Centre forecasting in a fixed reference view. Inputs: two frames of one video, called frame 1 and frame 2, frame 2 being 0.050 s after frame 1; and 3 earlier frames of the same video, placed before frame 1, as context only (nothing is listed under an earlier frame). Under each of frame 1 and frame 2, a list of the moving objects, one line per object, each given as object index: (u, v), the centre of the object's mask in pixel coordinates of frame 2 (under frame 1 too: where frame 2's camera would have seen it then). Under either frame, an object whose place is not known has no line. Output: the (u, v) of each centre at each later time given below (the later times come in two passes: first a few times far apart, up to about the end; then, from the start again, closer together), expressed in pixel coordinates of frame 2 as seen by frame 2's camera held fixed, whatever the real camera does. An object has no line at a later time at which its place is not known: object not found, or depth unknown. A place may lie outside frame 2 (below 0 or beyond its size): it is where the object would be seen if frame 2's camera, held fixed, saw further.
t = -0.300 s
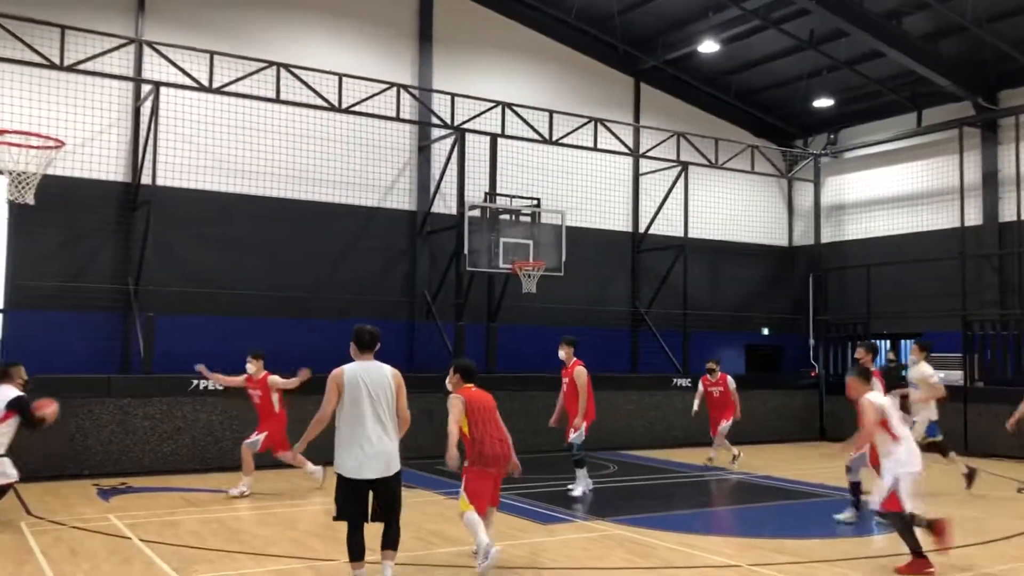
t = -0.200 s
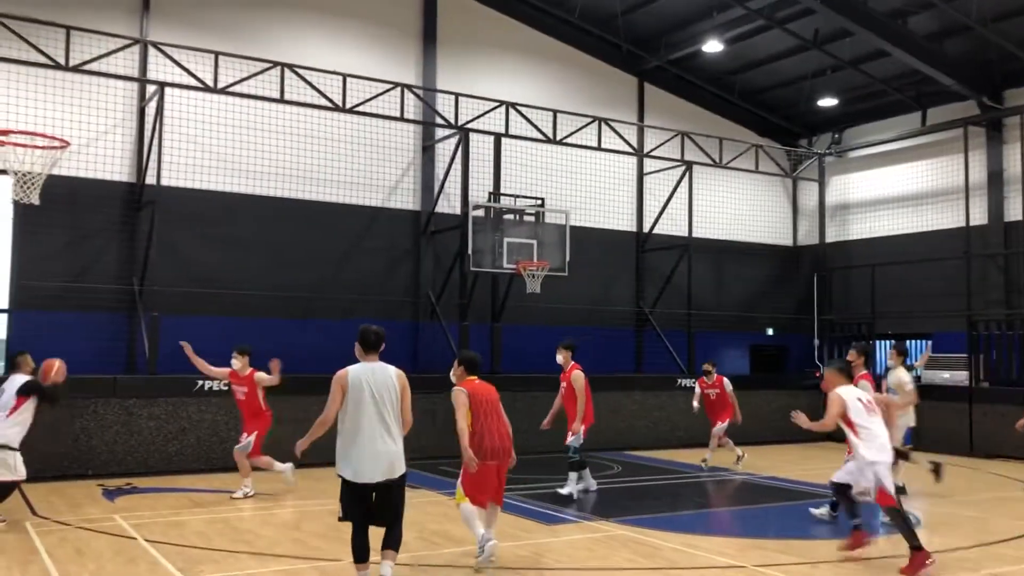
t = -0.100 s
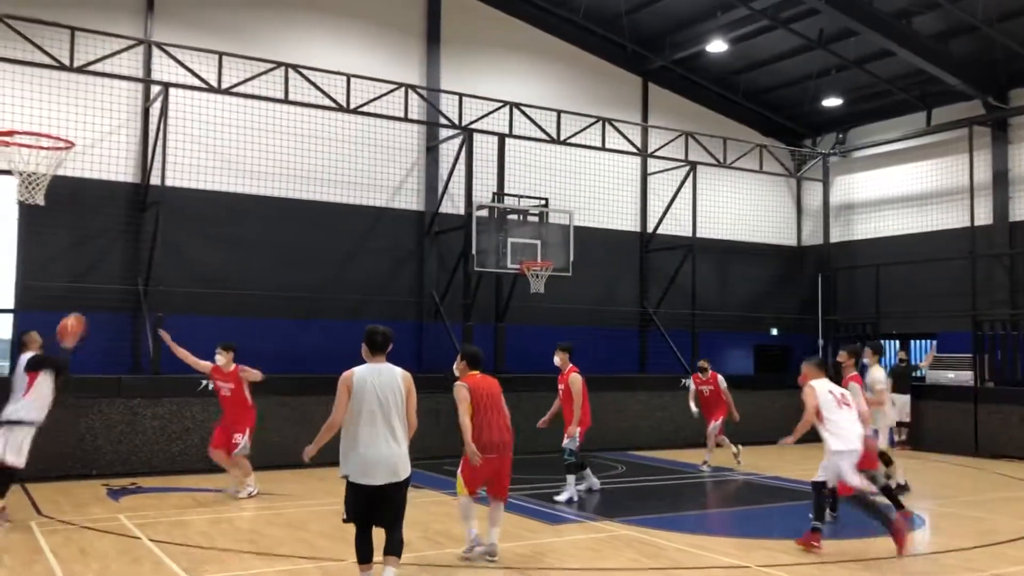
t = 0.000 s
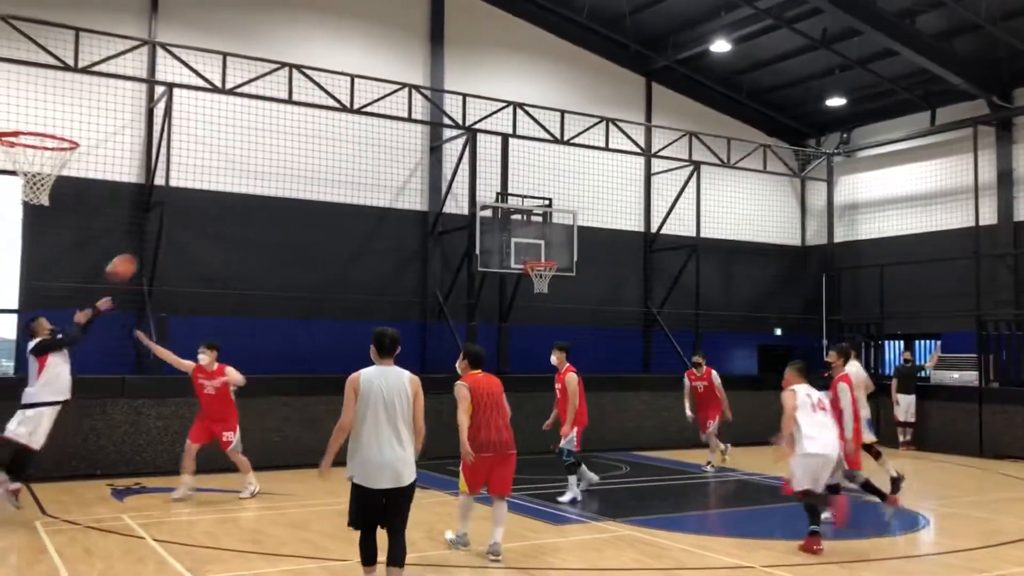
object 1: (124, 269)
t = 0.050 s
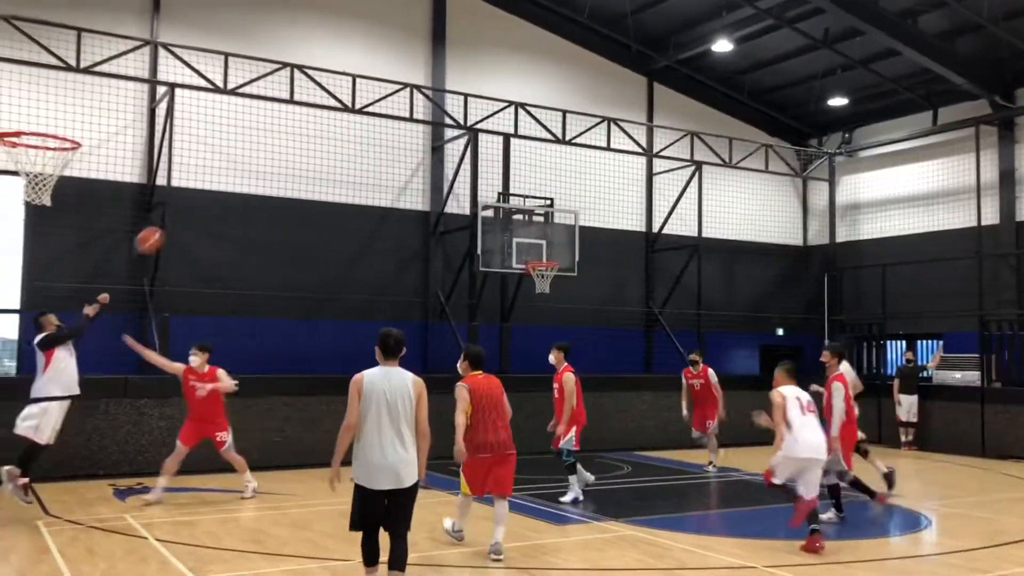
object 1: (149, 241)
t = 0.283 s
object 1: (254, 154)
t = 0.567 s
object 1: (359, 119)
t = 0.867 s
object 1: (448, 149)
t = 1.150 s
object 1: (519, 226)
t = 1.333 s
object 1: (554, 278)
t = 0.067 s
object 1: (158, 233)
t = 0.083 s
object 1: (165, 224)
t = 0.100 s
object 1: (174, 216)
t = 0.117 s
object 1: (181, 210)
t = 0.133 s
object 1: (189, 203)
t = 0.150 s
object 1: (196, 197)
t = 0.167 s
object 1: (206, 190)
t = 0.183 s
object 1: (211, 184)
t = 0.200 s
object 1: (219, 178)
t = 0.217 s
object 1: (226, 173)
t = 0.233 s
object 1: (233, 167)
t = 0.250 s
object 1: (240, 163)
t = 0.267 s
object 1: (247, 158)
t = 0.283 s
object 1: (254, 154)
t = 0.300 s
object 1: (261, 151)
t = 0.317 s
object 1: (268, 146)
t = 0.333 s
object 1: (274, 143)
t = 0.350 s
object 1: (281, 140)
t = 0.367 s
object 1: (287, 137)
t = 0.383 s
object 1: (293, 134)
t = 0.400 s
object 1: (300, 131)
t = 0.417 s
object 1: (306, 129)
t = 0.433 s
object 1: (312, 127)
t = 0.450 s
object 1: (318, 126)
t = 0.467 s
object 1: (324, 125)
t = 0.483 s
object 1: (330, 124)
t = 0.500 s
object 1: (336, 122)
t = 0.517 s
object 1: (342, 121)
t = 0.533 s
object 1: (347, 120)
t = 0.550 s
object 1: (353, 120)
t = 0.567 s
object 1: (359, 119)
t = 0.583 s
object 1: (364, 119)
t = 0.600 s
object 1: (369, 120)
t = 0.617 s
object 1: (375, 121)
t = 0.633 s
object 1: (381, 121)
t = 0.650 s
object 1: (385, 122)
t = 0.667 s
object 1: (391, 123)
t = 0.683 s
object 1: (395, 125)
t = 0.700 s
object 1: (401, 126)
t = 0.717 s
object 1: (406, 126)
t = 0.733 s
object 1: (411, 128)
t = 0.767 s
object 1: (421, 133)
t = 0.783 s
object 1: (425, 135)
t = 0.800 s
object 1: (431, 137)
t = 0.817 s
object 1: (435, 140)
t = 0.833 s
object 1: (439, 142)
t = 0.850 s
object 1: (443, 145)
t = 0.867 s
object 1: (448, 149)
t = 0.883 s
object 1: (453, 152)
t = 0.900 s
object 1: (458, 157)
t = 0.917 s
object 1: (462, 159)
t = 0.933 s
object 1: (466, 162)
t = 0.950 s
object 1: (470, 168)
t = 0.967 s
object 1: (476, 171)
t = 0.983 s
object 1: (478, 176)
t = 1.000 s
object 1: (483, 178)
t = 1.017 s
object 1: (487, 185)
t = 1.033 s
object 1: (492, 190)
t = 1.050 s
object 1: (495, 194)
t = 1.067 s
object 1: (499, 197)
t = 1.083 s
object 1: (503, 202)
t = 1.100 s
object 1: (509, 210)
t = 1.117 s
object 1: (511, 214)
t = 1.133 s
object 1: (515, 220)
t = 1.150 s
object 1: (519, 226)
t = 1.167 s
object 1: (523, 230)
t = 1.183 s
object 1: (527, 237)
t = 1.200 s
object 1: (532, 244)
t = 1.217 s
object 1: (534, 249)
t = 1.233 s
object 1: (538, 254)
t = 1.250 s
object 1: (542, 262)
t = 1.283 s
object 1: (552, 275)
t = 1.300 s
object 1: (552, 277)
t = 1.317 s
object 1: (553, 279)
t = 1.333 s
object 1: (554, 278)
